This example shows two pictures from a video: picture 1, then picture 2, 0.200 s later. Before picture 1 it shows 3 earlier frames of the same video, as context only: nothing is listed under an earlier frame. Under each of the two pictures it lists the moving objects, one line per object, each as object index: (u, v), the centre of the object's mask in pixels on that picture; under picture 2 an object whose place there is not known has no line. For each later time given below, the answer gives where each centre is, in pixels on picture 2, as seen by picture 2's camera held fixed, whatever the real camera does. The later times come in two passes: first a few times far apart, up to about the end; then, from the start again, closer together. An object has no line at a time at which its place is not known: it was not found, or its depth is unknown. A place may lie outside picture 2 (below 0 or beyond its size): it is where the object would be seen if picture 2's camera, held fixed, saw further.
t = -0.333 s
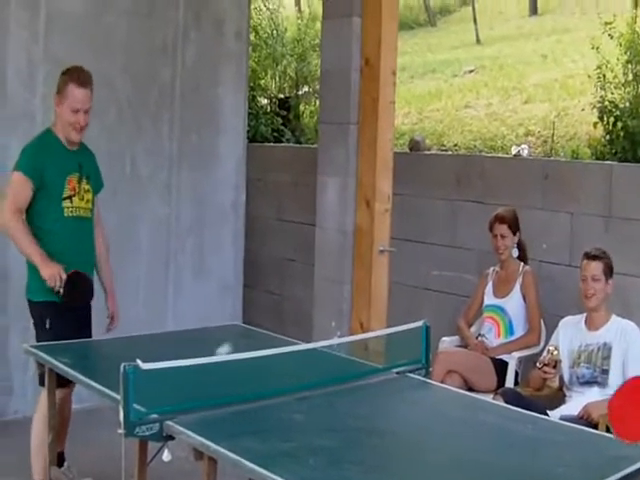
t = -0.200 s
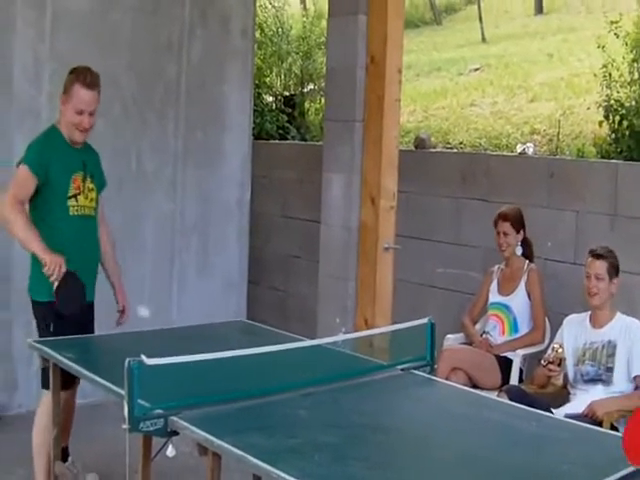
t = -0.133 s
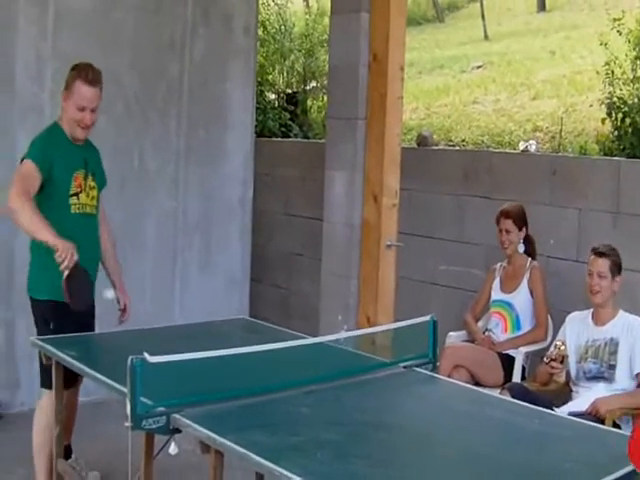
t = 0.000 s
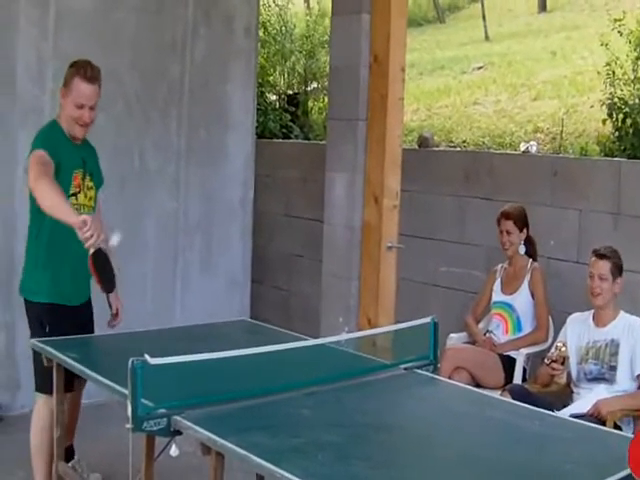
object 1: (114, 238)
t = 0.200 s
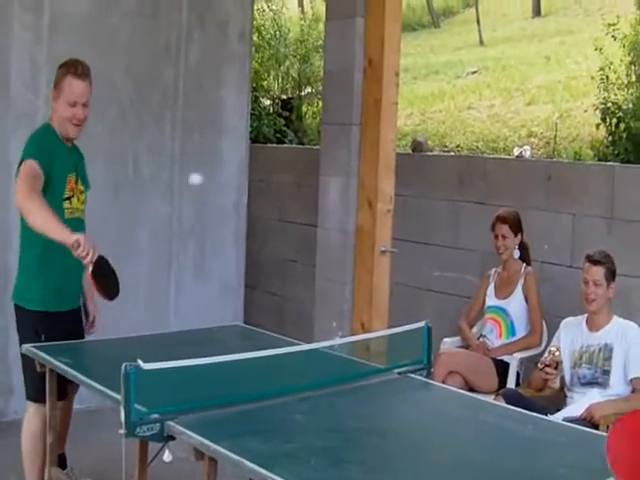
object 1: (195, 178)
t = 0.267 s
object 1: (227, 184)
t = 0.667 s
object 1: (453, 416)
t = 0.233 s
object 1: (211, 177)
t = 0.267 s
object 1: (227, 184)
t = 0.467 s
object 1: (345, 335)
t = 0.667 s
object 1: (453, 416)
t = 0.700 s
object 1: (464, 392)
